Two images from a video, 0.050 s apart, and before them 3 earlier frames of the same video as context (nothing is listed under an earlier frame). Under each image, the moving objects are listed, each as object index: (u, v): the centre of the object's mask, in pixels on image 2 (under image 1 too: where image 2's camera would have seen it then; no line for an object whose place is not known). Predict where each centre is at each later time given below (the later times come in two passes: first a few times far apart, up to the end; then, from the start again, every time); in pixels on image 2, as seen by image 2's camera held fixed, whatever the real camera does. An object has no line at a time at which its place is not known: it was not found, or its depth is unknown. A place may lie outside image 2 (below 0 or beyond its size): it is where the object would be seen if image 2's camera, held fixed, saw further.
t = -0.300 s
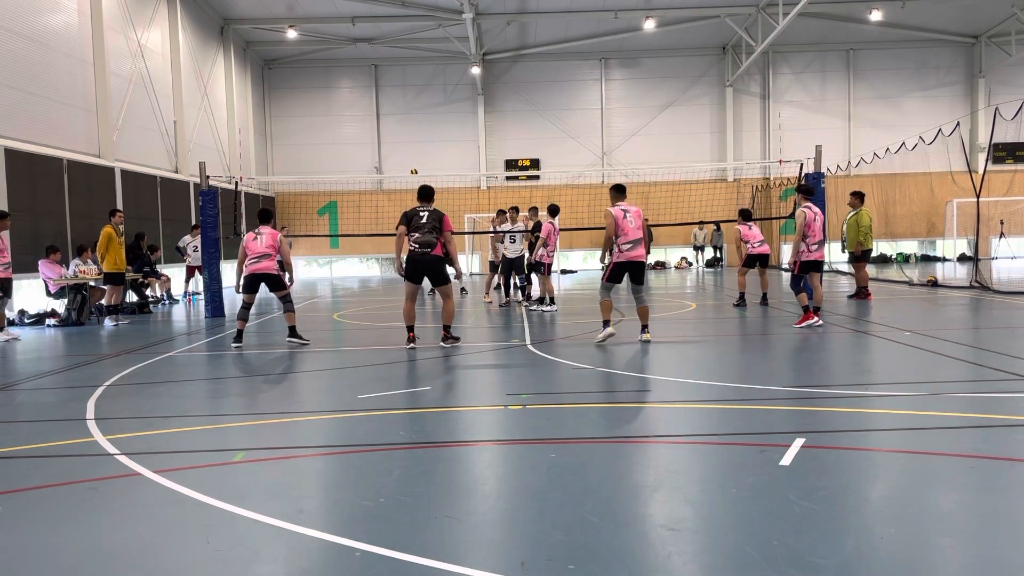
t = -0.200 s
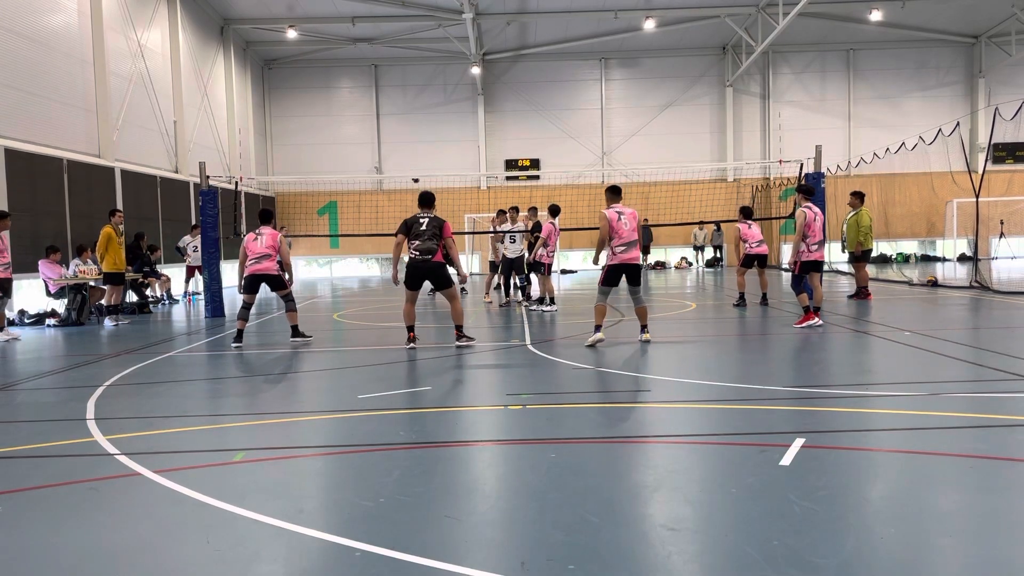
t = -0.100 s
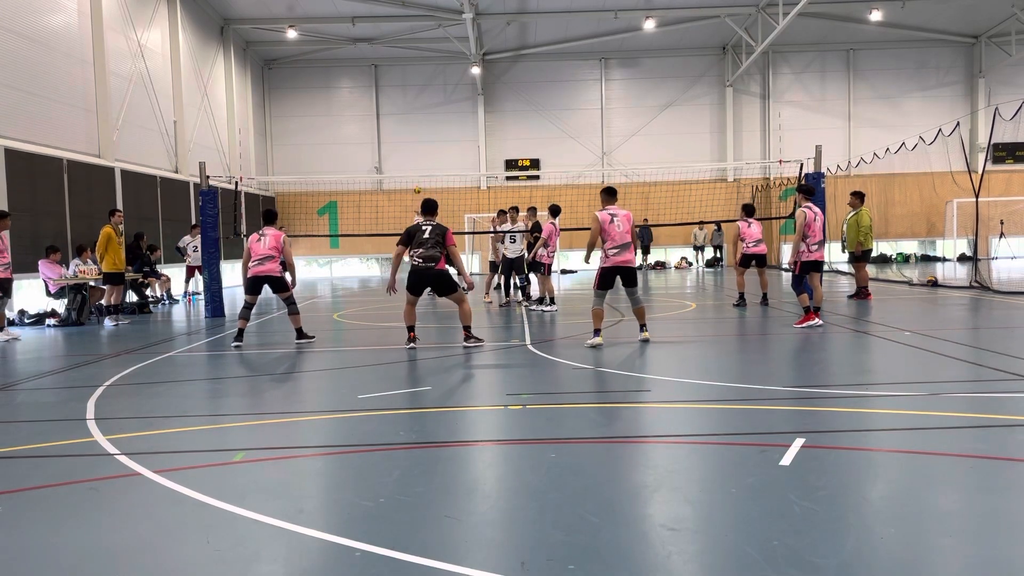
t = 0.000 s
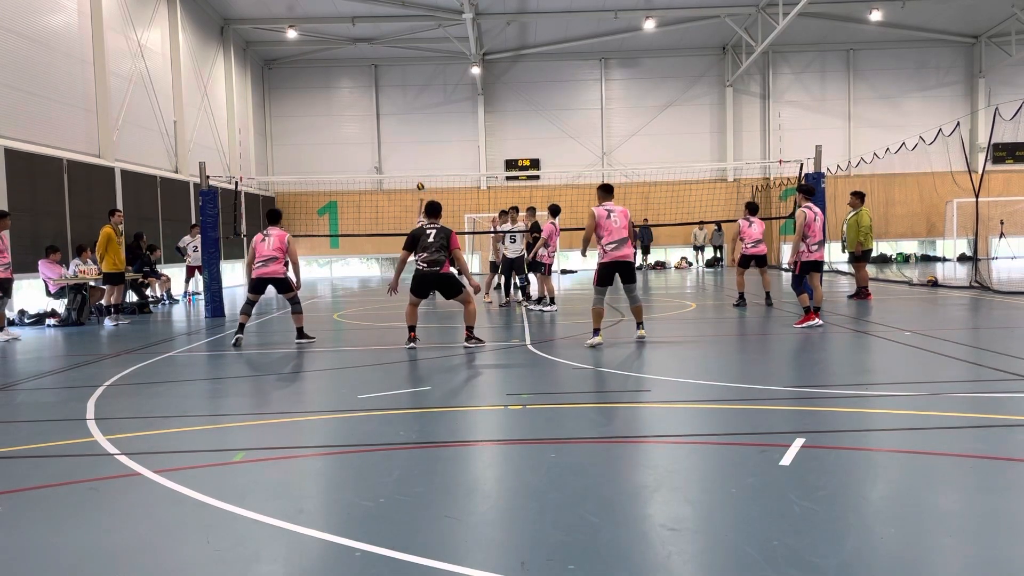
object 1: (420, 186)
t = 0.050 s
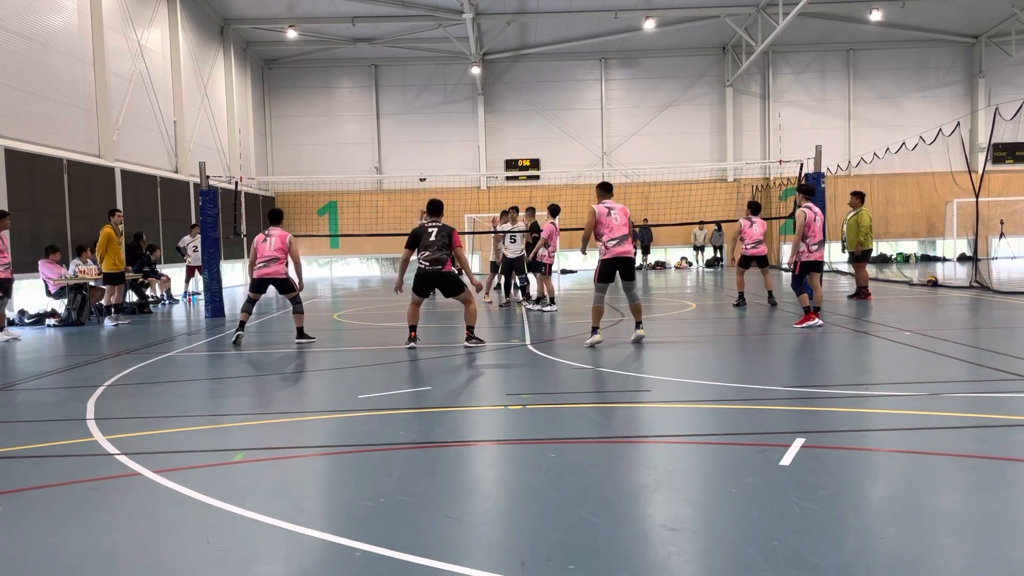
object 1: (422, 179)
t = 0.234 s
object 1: (429, 148)
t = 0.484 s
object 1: (439, 123)
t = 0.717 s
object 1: (450, 128)
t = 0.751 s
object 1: (451, 132)
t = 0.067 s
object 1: (423, 173)
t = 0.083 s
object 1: (424, 171)
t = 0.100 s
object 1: (424, 168)
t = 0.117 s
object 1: (425, 166)
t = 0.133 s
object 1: (426, 163)
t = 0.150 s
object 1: (426, 160)
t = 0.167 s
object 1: (427, 157)
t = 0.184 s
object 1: (428, 155)
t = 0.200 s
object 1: (428, 152)
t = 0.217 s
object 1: (429, 150)
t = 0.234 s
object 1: (429, 148)
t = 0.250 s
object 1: (430, 145)
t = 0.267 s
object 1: (431, 143)
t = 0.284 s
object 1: (431, 141)
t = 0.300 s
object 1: (432, 139)
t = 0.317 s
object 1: (433, 138)
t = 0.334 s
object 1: (433, 135)
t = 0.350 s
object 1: (434, 134)
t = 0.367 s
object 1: (435, 132)
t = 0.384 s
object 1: (435, 131)
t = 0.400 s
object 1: (436, 129)
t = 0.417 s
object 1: (436, 128)
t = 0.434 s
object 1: (437, 126)
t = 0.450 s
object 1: (438, 125)
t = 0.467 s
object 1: (438, 124)
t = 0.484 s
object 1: (439, 123)
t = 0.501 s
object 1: (440, 122)
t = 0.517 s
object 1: (441, 122)
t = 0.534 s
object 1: (441, 121)
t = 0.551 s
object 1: (442, 121)
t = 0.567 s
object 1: (443, 121)
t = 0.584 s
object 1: (444, 121)
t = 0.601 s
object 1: (445, 121)
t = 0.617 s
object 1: (446, 121)
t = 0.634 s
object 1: (446, 122)
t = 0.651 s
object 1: (447, 123)
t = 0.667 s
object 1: (448, 124)
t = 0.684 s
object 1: (448, 126)
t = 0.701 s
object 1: (449, 127)
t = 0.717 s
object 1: (450, 128)
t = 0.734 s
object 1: (451, 130)
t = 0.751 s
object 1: (451, 132)
